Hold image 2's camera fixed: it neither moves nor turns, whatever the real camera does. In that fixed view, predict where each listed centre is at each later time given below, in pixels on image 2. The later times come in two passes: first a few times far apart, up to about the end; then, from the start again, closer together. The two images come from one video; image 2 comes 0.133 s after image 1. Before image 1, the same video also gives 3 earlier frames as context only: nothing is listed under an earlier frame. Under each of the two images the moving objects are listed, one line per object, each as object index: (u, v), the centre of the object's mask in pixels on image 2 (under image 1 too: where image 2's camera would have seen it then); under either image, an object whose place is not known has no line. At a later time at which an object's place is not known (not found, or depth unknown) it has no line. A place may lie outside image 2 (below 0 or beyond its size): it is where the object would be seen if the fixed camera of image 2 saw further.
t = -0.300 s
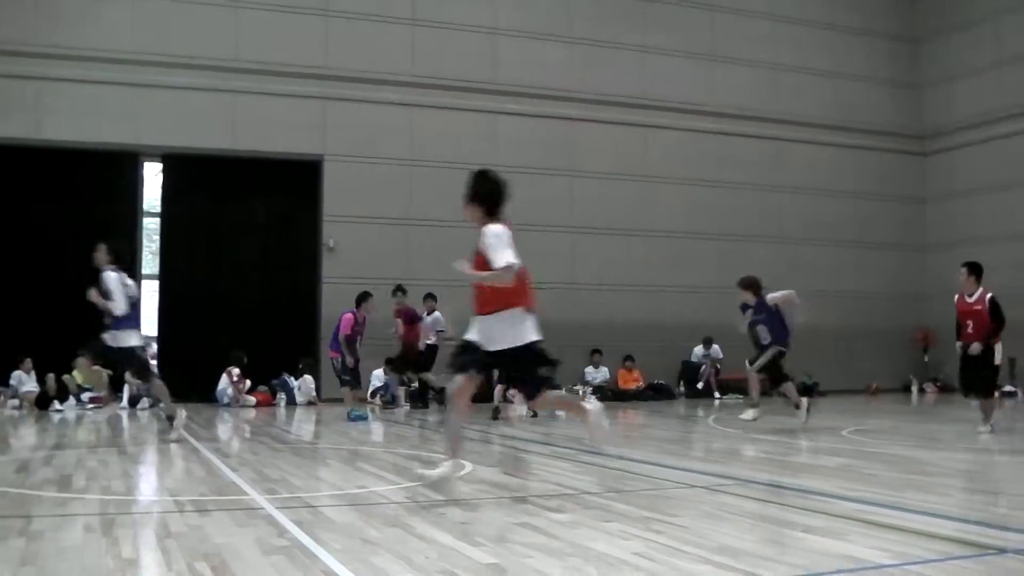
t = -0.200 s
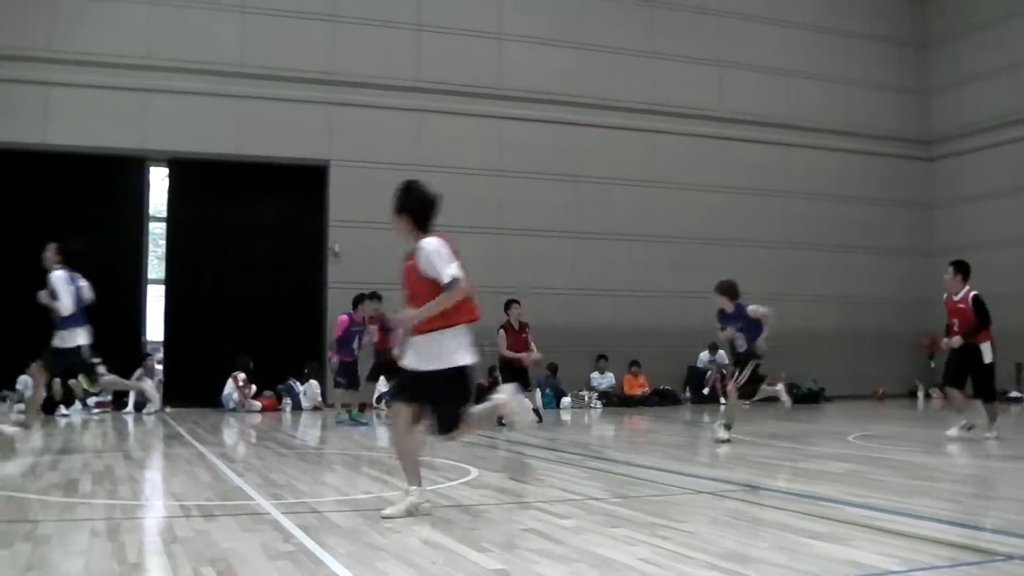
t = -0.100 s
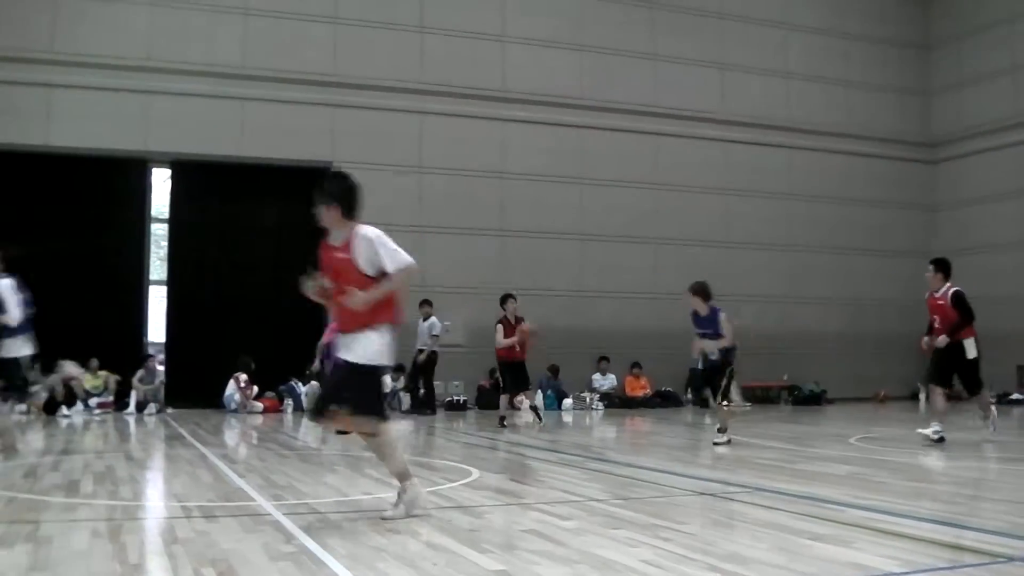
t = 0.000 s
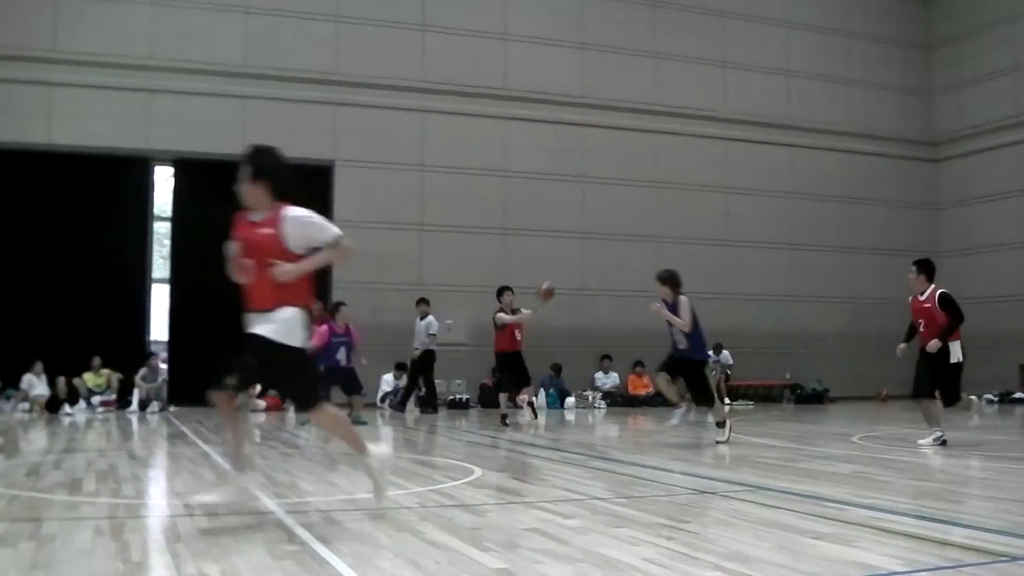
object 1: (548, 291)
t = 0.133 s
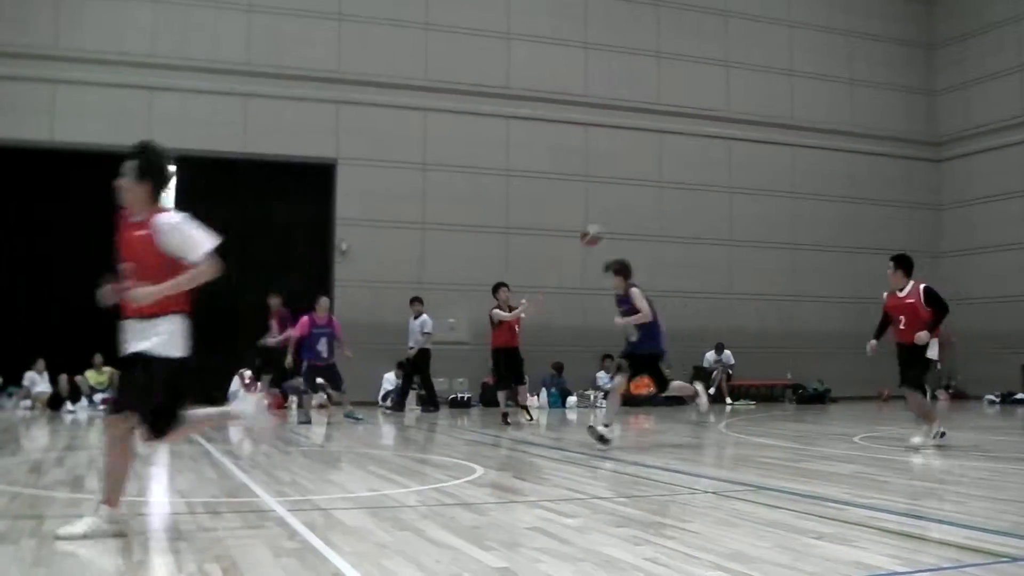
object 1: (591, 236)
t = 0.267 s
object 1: (638, 193)
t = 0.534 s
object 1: (750, 136)
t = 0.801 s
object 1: (899, 146)
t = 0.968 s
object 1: (1019, 203)
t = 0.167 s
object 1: (602, 224)
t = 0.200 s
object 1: (613, 211)
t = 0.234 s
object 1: (625, 202)
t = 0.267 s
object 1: (638, 193)
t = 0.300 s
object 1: (650, 182)
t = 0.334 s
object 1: (663, 172)
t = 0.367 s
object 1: (676, 164)
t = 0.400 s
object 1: (690, 157)
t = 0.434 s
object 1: (704, 150)
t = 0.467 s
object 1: (720, 145)
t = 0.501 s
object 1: (735, 140)
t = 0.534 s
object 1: (750, 136)
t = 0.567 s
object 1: (767, 133)
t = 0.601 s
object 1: (783, 130)
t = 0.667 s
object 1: (819, 130)
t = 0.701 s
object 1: (837, 134)
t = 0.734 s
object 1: (859, 136)
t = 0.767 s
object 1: (879, 140)
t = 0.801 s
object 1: (899, 146)
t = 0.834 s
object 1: (922, 153)
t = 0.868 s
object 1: (944, 161)
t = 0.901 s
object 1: (971, 174)
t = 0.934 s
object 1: (995, 188)
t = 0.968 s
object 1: (1019, 203)
